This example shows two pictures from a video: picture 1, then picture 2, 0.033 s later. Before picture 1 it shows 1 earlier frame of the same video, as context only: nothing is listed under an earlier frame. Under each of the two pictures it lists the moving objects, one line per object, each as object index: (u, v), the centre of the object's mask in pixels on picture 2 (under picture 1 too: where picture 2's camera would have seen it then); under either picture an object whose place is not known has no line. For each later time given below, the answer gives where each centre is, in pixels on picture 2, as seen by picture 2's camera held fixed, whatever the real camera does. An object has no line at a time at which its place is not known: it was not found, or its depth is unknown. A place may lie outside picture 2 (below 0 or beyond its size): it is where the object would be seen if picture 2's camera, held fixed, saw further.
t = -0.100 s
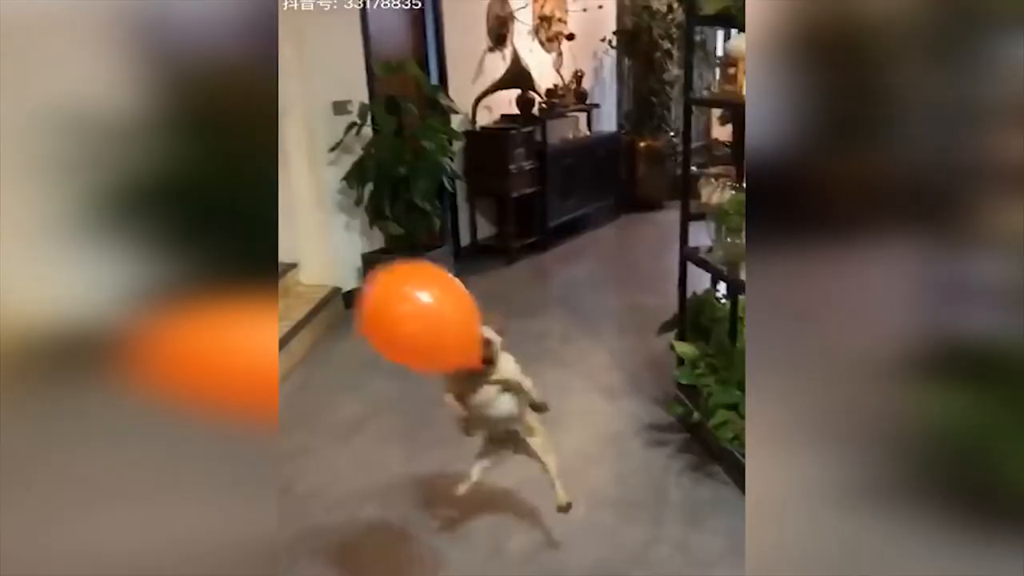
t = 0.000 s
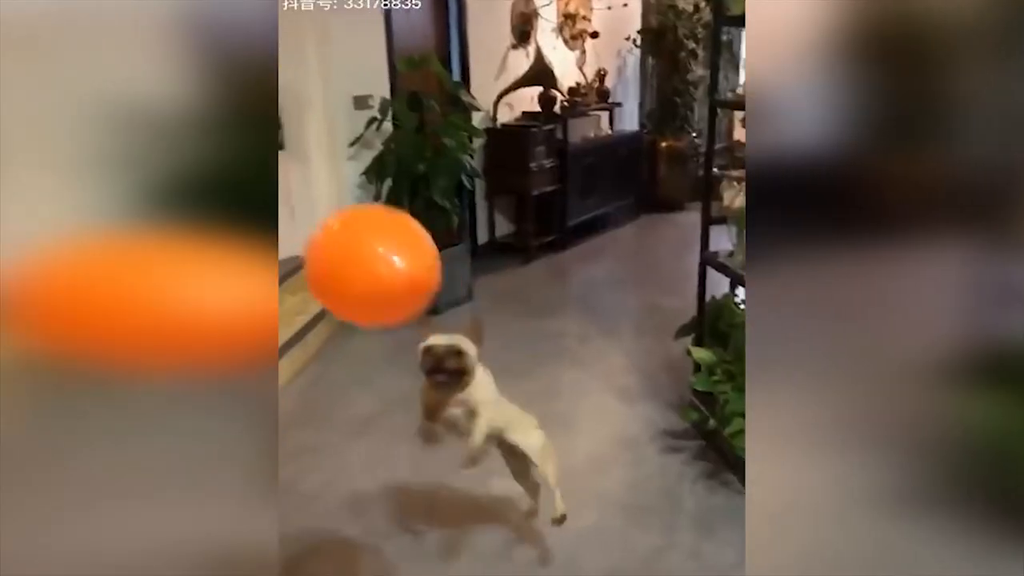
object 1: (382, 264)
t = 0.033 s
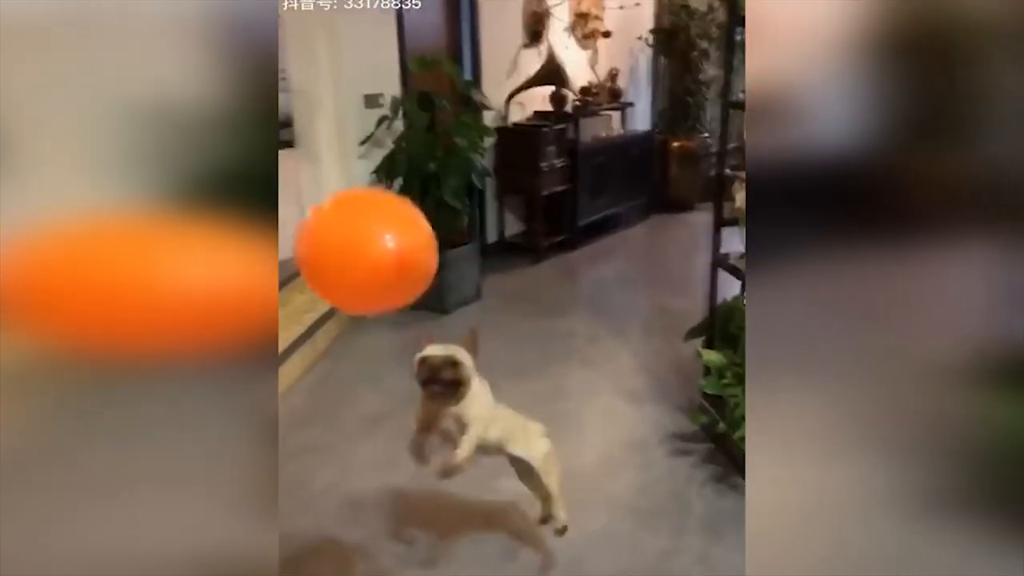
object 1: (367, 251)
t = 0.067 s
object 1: (353, 238)
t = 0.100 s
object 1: (342, 228)
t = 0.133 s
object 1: (334, 217)
